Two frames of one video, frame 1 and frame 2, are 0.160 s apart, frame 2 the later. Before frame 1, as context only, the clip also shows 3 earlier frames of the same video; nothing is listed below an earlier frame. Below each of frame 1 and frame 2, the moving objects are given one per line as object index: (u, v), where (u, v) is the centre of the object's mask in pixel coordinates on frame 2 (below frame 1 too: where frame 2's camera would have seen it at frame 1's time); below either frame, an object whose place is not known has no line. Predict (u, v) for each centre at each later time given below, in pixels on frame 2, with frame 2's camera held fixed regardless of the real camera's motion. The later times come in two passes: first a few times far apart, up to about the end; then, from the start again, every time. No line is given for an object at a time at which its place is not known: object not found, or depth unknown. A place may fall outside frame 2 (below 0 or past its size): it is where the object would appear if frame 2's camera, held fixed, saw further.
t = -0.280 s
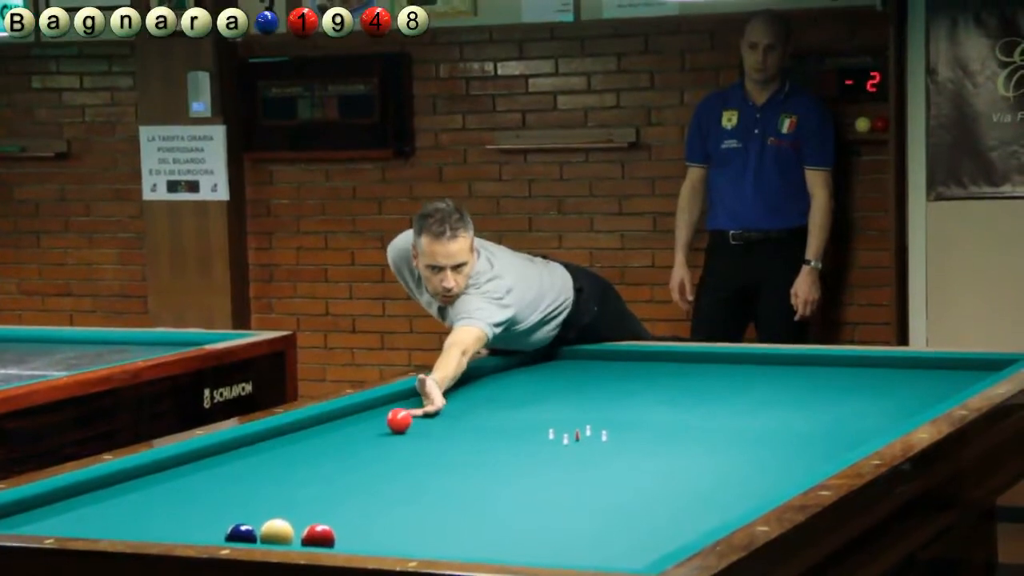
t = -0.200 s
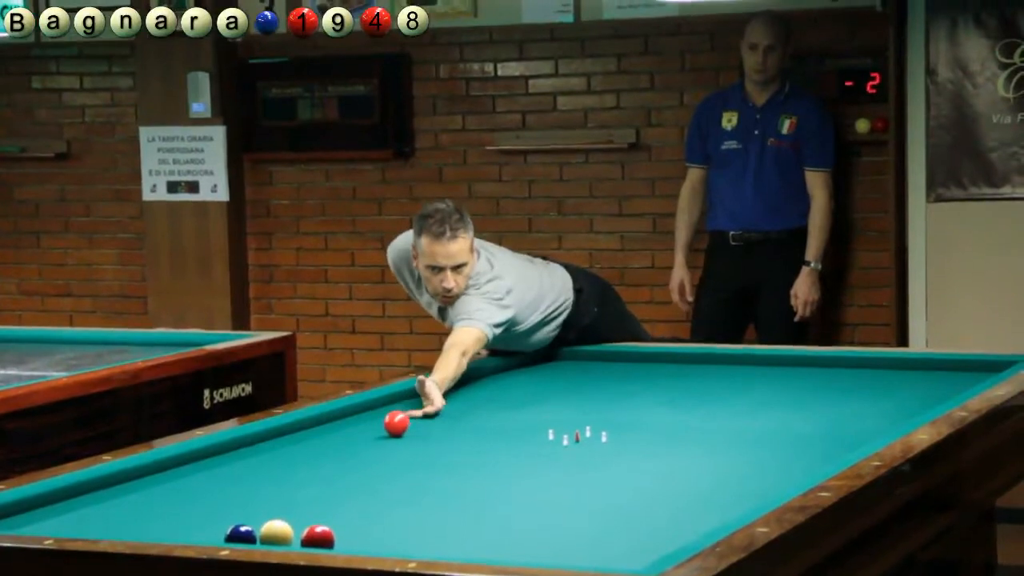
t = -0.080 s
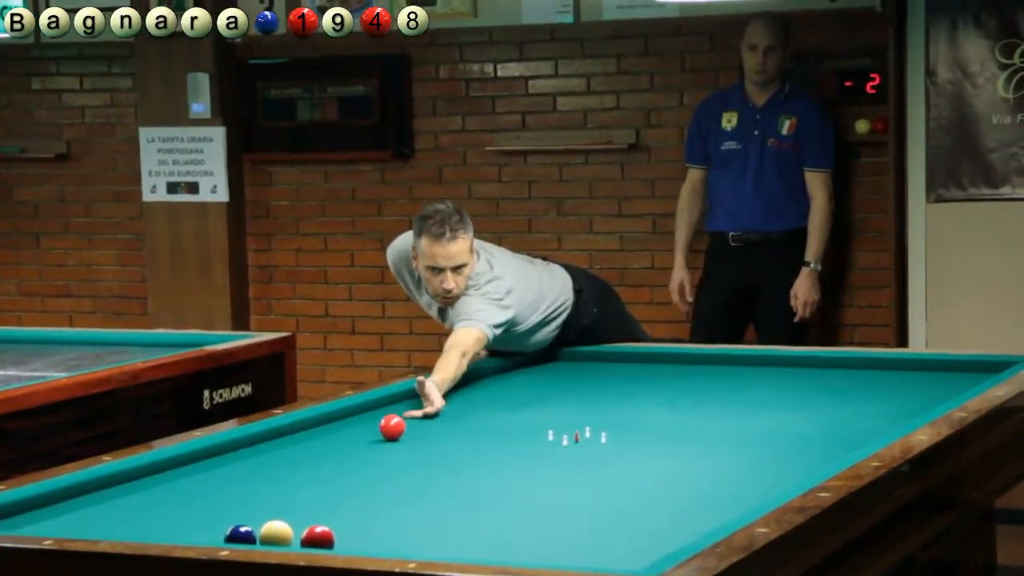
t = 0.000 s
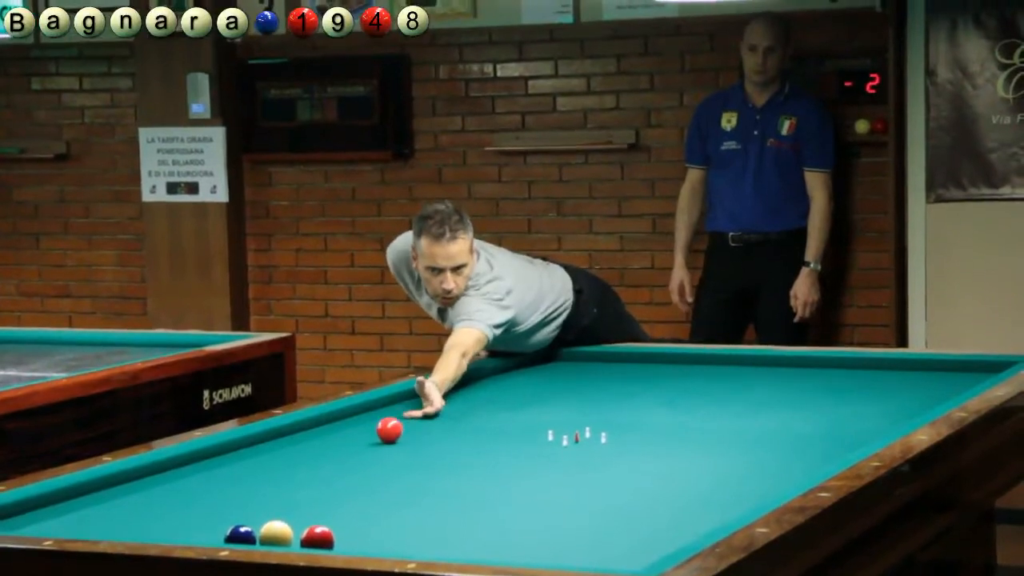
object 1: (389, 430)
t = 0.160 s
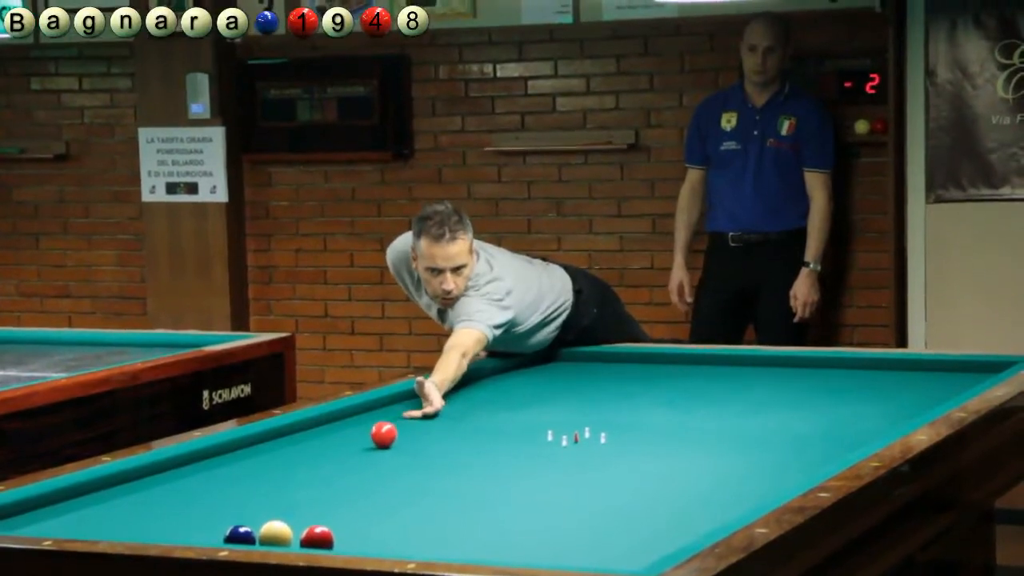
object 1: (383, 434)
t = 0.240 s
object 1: (381, 436)
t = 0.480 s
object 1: (373, 443)
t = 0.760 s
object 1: (362, 452)
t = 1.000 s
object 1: (353, 459)
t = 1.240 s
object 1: (344, 466)
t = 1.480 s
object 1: (336, 474)
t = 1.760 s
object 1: (325, 482)
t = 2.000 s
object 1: (316, 490)
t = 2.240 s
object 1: (307, 497)
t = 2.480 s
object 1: (297, 505)
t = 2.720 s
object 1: (288, 511)
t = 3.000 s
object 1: (277, 515)
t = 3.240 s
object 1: (261, 520)
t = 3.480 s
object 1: (254, 527)
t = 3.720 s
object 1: (247, 528)
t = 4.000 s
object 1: (238, 527)
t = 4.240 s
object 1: (225, 527)
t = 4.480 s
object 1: (218, 528)
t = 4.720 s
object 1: (214, 530)
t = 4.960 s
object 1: (212, 531)
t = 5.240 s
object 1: (211, 531)
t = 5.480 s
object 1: (211, 531)
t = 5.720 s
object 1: (211, 532)
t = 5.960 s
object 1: (212, 531)
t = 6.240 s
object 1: (212, 531)
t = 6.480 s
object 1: (212, 531)
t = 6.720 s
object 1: (212, 531)
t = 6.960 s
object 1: (212, 531)
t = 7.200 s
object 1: (212, 531)
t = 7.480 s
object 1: (212, 531)
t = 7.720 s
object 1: (212, 531)
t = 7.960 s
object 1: (212, 531)
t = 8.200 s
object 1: (212, 531)
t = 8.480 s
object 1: (212, 531)
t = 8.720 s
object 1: (212, 531)
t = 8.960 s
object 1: (212, 531)
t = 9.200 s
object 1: (212, 531)
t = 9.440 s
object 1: (212, 531)
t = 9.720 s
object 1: (212, 531)
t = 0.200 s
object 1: (382, 435)
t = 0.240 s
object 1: (381, 436)
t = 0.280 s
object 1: (380, 437)
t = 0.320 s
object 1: (378, 439)
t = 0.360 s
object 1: (377, 440)
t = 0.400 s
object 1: (376, 441)
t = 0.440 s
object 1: (374, 442)
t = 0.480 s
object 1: (373, 443)
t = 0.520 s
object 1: (371, 444)
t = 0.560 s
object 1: (370, 446)
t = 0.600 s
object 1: (368, 447)
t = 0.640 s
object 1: (367, 448)
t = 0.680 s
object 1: (365, 449)
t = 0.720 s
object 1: (363, 451)
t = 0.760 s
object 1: (362, 452)
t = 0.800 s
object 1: (360, 453)
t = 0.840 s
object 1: (359, 454)
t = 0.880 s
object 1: (357, 455)
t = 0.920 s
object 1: (356, 456)
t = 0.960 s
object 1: (354, 458)
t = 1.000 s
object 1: (353, 459)
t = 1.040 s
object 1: (351, 460)
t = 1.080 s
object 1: (350, 461)
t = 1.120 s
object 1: (348, 463)
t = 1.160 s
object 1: (347, 464)
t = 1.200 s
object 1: (346, 465)
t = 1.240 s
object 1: (344, 466)
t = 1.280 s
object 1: (343, 467)
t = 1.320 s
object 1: (341, 469)
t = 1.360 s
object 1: (340, 470)
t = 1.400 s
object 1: (338, 471)
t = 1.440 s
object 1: (337, 472)
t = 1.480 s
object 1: (336, 474)
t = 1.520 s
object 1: (334, 475)
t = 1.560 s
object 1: (333, 476)
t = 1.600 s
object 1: (331, 477)
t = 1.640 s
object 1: (330, 478)
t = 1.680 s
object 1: (328, 480)
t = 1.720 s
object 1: (327, 481)
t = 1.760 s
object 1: (325, 482)
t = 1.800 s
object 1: (324, 483)
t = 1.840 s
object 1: (322, 485)
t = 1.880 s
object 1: (321, 486)
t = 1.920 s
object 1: (319, 487)
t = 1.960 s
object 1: (318, 488)
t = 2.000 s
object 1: (316, 490)
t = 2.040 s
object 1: (315, 491)
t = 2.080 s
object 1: (313, 492)
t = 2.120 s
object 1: (312, 494)
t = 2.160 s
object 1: (310, 495)
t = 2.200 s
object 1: (308, 496)
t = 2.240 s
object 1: (307, 497)
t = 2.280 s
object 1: (305, 498)
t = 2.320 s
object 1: (304, 500)
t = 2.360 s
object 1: (302, 501)
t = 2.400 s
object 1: (300, 502)
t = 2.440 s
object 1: (299, 503)
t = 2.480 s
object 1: (297, 505)
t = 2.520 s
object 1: (295, 506)
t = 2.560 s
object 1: (294, 507)
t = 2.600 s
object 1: (292, 508)
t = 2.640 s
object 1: (291, 509)
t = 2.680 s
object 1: (290, 510)
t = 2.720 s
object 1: (288, 511)
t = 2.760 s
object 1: (287, 511)
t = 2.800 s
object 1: (285, 512)
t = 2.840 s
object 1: (284, 512)
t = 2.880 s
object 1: (282, 513)
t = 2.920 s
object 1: (280, 513)
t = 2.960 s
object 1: (278, 514)
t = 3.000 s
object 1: (277, 515)
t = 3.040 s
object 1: (274, 515)
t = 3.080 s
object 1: (272, 516)
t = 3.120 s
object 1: (269, 517)
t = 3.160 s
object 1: (266, 518)
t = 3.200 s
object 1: (263, 519)
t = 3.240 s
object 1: (261, 520)
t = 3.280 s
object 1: (259, 521)
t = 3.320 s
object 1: (258, 522)
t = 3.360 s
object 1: (257, 524)
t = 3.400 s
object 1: (256, 525)
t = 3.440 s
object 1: (255, 526)
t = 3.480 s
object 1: (254, 527)
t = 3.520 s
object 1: (254, 528)
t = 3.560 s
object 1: (253, 528)
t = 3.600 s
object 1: (251, 528)
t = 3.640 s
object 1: (250, 528)
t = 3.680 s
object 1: (248, 528)
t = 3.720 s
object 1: (247, 528)
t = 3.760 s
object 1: (246, 528)
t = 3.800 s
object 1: (244, 528)
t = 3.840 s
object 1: (243, 528)
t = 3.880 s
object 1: (242, 528)
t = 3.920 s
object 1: (241, 527)
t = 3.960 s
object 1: (240, 527)
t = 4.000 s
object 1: (238, 527)
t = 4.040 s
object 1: (236, 526)
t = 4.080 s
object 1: (234, 525)
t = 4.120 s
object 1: (232, 525)
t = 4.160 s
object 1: (229, 526)
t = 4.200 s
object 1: (228, 526)
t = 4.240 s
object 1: (225, 527)
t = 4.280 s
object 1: (224, 527)
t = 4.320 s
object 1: (223, 527)
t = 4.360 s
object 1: (222, 528)
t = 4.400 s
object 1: (221, 527)
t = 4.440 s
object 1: (219, 528)
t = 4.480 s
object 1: (218, 528)
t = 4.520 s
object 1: (218, 528)
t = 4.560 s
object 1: (217, 528)
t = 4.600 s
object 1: (216, 529)
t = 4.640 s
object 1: (215, 530)
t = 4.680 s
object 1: (214, 530)
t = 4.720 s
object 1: (214, 530)
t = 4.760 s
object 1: (213, 530)
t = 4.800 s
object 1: (213, 530)
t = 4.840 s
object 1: (213, 531)
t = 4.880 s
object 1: (213, 531)
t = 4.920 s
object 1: (212, 531)
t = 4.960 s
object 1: (212, 531)
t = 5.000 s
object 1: (212, 531)
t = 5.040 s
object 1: (212, 531)
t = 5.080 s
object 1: (212, 531)
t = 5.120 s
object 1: (212, 531)
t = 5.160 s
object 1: (211, 532)
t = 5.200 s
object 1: (211, 531)
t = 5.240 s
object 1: (211, 531)
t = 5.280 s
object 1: (211, 532)
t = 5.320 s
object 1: (211, 531)
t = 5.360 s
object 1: (211, 532)
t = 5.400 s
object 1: (211, 532)
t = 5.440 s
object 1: (211, 531)
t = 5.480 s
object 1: (211, 531)
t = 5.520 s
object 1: (211, 532)
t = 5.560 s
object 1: (211, 532)
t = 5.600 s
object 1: (211, 531)
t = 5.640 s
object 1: (211, 531)
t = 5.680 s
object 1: (211, 531)
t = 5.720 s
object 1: (211, 532)
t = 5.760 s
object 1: (211, 532)
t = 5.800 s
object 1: (212, 532)
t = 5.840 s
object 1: (212, 531)
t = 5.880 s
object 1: (212, 531)
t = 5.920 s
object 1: (212, 531)
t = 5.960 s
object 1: (212, 531)
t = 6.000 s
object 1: (212, 531)
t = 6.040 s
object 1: (212, 531)
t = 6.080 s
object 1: (212, 531)
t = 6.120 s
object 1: (212, 531)
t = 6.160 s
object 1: (212, 531)
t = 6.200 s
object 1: (212, 531)
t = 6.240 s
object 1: (212, 531)
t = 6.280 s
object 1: (212, 531)
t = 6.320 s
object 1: (212, 531)
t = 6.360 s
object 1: (212, 531)
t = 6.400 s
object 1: (212, 531)
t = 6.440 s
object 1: (212, 531)
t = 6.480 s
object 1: (212, 531)
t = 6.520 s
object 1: (212, 531)
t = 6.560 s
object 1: (212, 531)
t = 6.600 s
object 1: (212, 531)
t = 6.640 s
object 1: (211, 531)
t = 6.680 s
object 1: (212, 531)
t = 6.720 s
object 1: (212, 531)
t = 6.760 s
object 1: (212, 531)
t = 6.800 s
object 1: (212, 531)
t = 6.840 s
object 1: (212, 531)
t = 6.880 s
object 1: (212, 531)
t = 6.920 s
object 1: (212, 531)
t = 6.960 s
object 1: (212, 531)
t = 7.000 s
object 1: (212, 531)
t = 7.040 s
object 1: (212, 531)
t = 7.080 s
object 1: (212, 531)
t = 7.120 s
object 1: (212, 531)
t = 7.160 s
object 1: (211, 531)
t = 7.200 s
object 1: (212, 531)
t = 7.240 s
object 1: (211, 531)
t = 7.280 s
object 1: (212, 531)
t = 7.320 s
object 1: (212, 531)
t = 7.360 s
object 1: (211, 531)
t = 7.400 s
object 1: (211, 531)
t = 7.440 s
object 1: (211, 531)
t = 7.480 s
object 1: (212, 531)
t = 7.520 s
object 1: (212, 531)
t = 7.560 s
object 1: (212, 531)
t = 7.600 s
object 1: (212, 531)
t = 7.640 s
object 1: (212, 531)
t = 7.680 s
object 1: (212, 531)
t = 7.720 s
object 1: (212, 531)
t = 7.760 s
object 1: (212, 531)
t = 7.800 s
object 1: (212, 531)
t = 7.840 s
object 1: (212, 531)
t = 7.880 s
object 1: (212, 531)
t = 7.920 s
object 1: (212, 531)
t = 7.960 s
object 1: (212, 531)
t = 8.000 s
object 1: (212, 531)
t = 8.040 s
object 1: (212, 531)
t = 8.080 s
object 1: (212, 531)
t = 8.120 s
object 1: (212, 531)
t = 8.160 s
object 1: (212, 531)
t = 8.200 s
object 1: (212, 531)
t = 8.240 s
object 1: (211, 531)
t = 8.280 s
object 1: (211, 531)
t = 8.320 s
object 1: (212, 531)
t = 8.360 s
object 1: (212, 531)
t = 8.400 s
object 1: (211, 531)
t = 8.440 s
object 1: (212, 531)
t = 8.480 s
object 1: (212, 531)
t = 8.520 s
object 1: (212, 531)
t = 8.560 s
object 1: (211, 531)
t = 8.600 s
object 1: (212, 531)
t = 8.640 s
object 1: (211, 531)
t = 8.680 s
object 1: (212, 531)
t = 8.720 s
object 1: (212, 531)
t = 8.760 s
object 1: (212, 531)
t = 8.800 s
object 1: (212, 531)
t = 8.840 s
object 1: (212, 531)
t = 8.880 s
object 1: (211, 531)
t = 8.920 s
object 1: (211, 531)
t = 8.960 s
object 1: (212, 531)
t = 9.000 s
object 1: (212, 531)
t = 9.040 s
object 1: (212, 531)
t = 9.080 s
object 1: (212, 531)
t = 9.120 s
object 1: (212, 531)
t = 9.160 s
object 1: (212, 531)
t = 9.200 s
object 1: (212, 531)
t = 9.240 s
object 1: (212, 531)
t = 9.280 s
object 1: (212, 531)
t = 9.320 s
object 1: (212, 531)
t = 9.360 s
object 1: (212, 531)
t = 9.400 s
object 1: (212, 531)
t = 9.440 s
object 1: (212, 531)
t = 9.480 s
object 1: (212, 531)
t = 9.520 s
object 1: (212, 531)
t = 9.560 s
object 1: (212, 531)
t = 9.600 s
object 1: (212, 531)
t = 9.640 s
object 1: (212, 531)
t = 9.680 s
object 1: (212, 531)
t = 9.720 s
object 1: (212, 531)
